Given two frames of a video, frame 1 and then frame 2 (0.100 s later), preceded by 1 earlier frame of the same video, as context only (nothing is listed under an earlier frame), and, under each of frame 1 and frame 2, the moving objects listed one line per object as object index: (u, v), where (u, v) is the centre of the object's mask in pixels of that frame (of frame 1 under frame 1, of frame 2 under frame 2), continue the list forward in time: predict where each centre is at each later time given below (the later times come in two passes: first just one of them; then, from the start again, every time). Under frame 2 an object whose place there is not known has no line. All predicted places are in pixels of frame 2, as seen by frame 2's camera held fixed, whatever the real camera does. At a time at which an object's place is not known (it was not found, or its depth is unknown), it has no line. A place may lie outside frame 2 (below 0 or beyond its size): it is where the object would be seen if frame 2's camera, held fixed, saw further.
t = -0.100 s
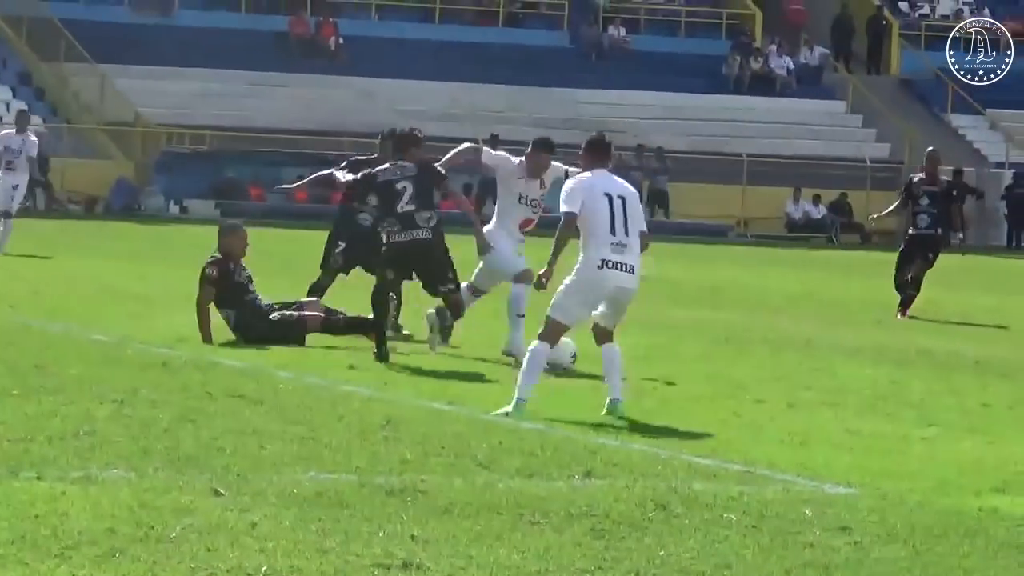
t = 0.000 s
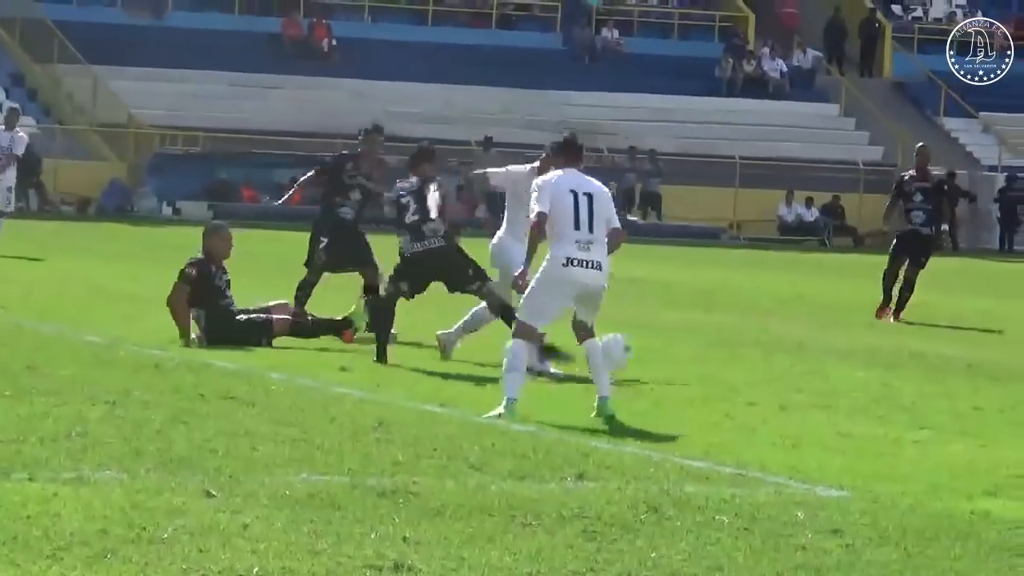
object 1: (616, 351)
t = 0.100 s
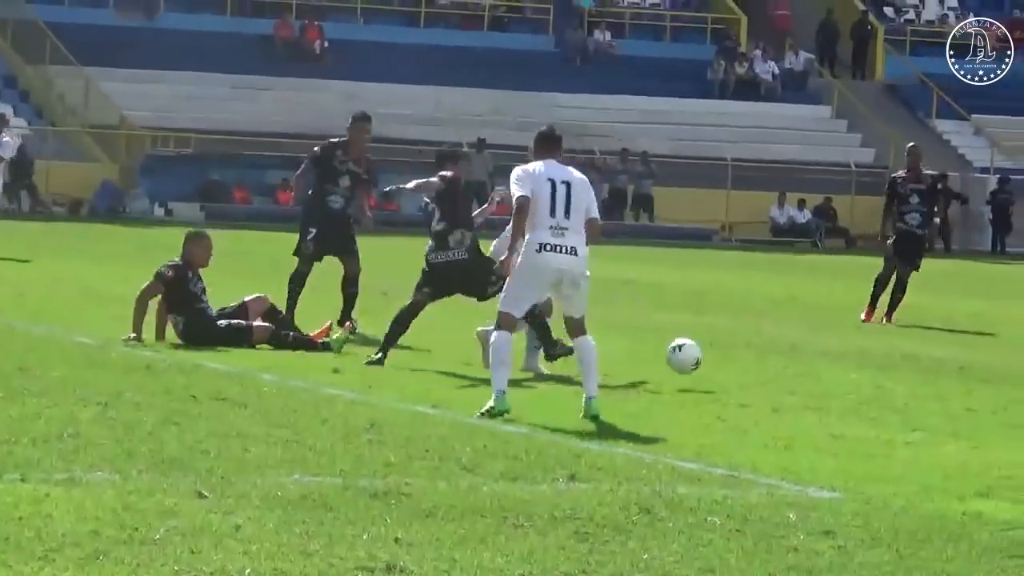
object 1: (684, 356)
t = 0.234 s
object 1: (791, 385)
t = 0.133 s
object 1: (708, 360)
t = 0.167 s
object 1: (736, 368)
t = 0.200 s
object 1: (763, 376)
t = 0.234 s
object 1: (791, 385)
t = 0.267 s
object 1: (816, 390)
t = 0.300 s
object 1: (836, 388)
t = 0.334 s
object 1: (855, 387)
